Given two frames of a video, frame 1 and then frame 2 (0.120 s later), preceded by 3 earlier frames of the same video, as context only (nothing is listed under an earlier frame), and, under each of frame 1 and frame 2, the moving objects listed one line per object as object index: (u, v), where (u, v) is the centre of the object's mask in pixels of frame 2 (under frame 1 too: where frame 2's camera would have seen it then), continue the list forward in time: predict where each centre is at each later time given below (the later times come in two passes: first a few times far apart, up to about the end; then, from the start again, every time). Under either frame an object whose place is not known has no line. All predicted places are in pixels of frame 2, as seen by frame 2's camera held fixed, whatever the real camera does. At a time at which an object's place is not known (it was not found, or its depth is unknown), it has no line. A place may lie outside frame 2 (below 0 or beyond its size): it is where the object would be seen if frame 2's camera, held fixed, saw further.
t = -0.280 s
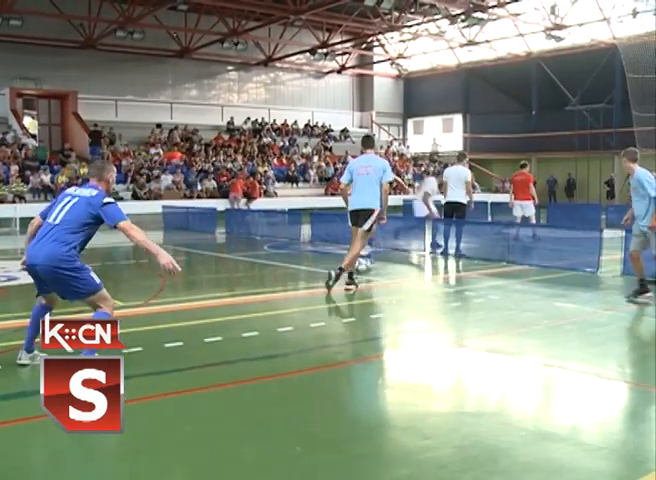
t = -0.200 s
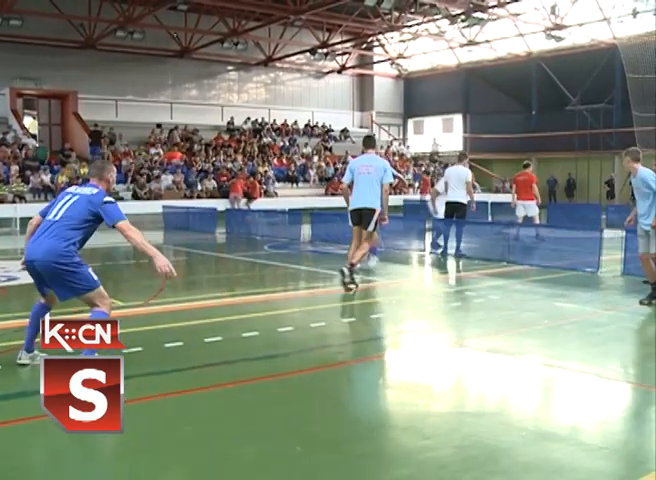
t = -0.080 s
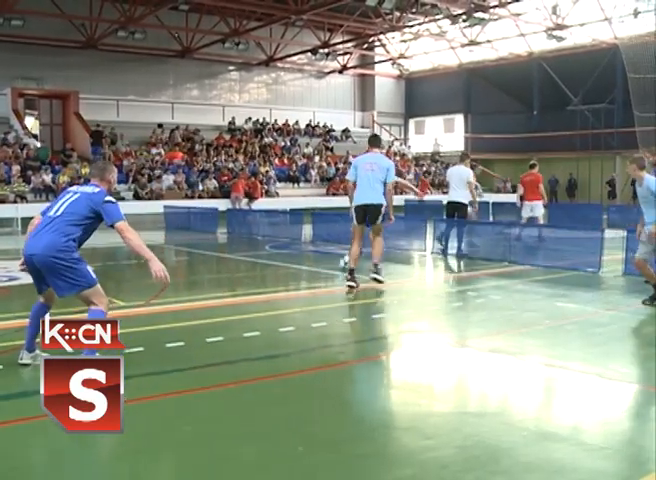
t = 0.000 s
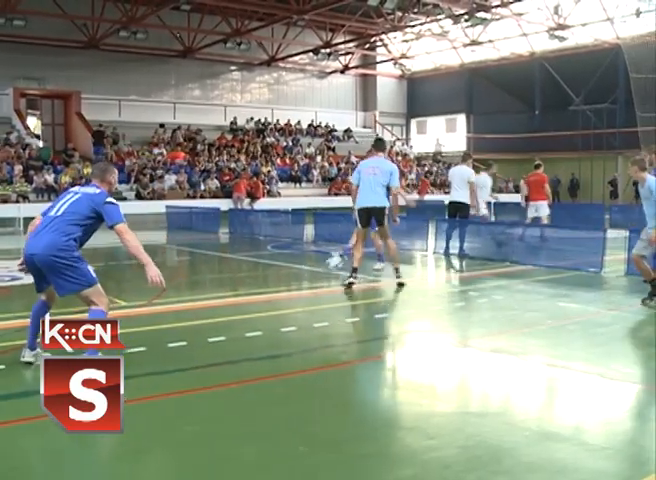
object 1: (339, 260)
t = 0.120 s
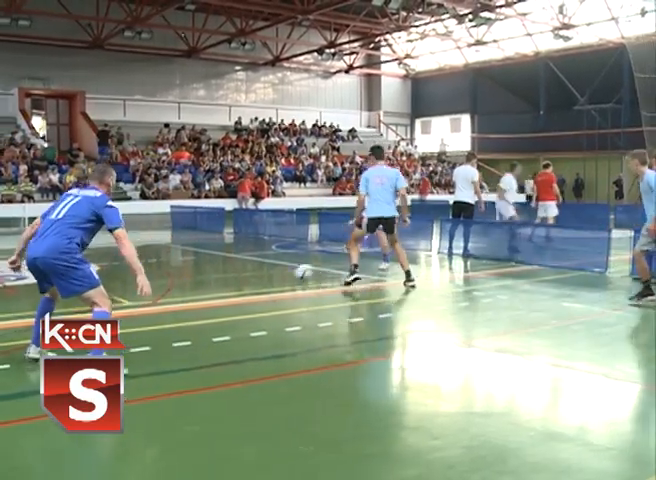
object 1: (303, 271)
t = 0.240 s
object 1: (266, 280)
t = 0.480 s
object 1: (182, 299)
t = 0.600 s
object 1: (135, 311)
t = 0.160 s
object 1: (290, 273)
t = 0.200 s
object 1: (279, 276)
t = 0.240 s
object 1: (266, 280)
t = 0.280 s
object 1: (252, 284)
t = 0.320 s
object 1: (239, 285)
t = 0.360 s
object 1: (226, 288)
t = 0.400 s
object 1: (211, 292)
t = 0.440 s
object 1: (196, 296)
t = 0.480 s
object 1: (182, 299)
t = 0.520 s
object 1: (167, 302)
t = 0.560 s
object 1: (151, 308)
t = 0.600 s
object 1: (135, 311)
